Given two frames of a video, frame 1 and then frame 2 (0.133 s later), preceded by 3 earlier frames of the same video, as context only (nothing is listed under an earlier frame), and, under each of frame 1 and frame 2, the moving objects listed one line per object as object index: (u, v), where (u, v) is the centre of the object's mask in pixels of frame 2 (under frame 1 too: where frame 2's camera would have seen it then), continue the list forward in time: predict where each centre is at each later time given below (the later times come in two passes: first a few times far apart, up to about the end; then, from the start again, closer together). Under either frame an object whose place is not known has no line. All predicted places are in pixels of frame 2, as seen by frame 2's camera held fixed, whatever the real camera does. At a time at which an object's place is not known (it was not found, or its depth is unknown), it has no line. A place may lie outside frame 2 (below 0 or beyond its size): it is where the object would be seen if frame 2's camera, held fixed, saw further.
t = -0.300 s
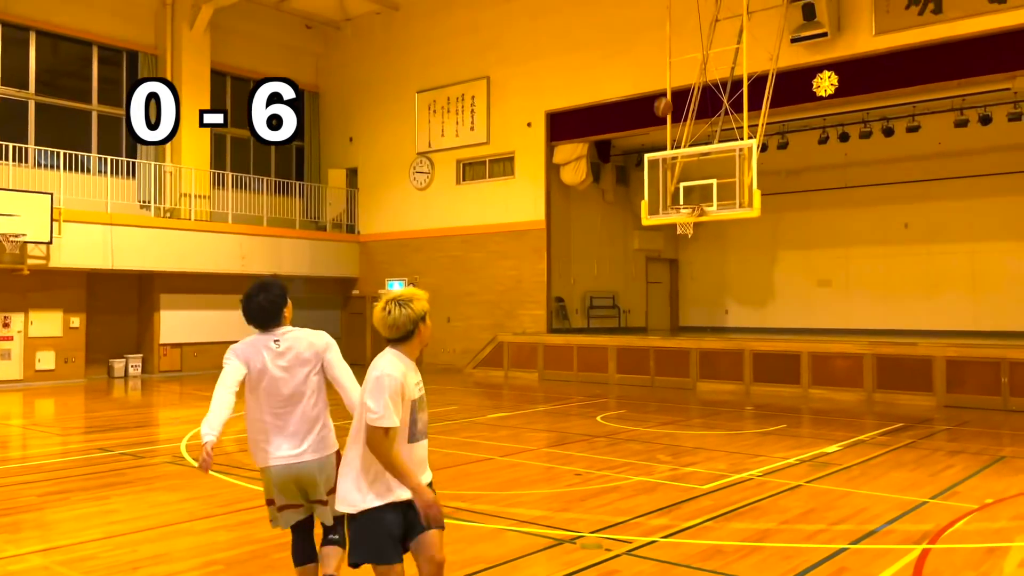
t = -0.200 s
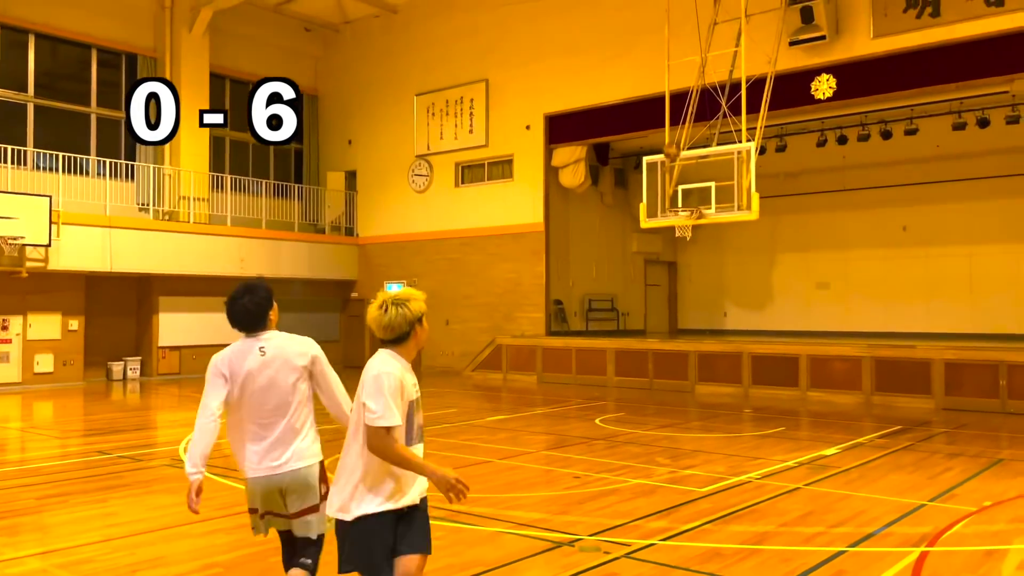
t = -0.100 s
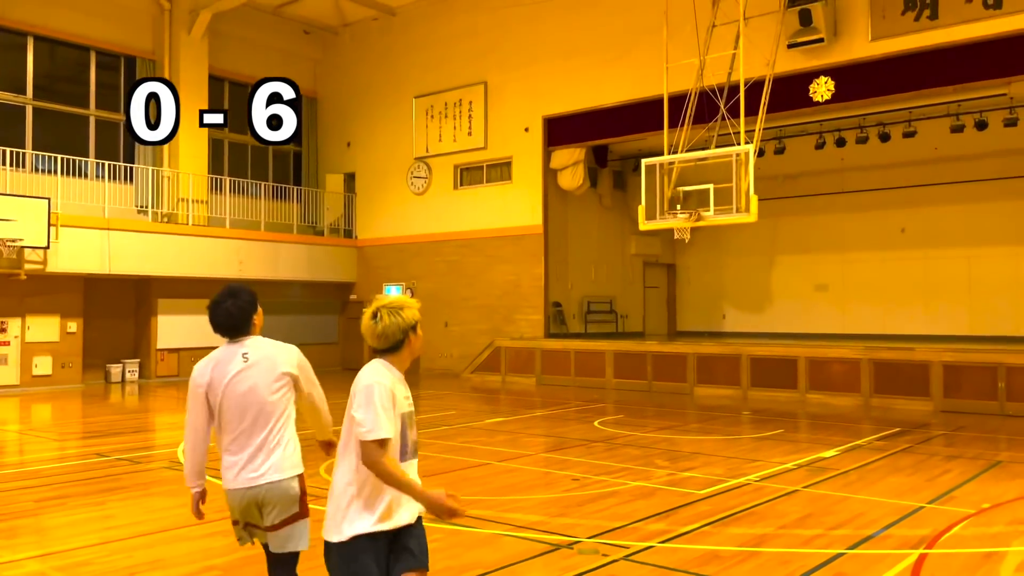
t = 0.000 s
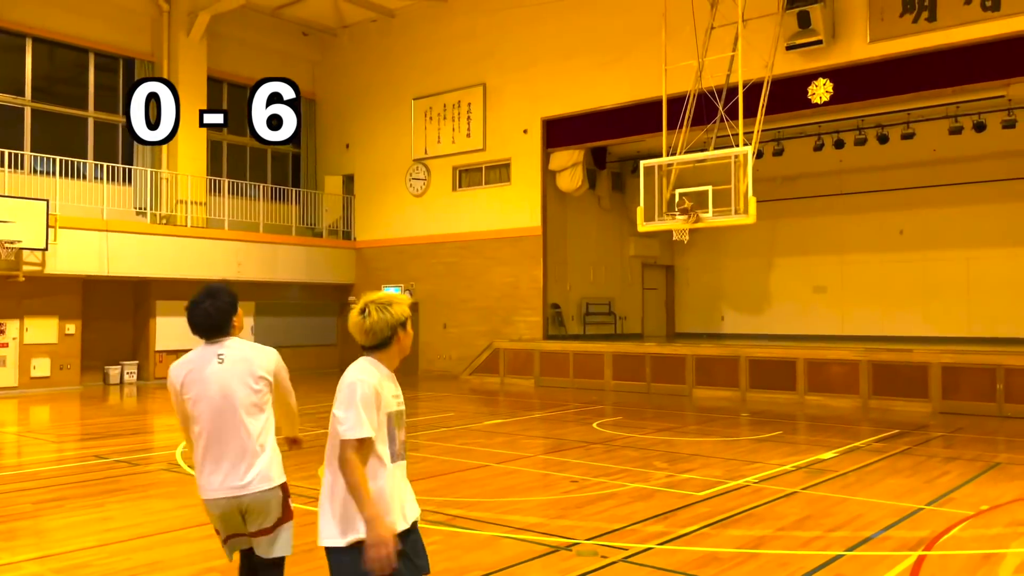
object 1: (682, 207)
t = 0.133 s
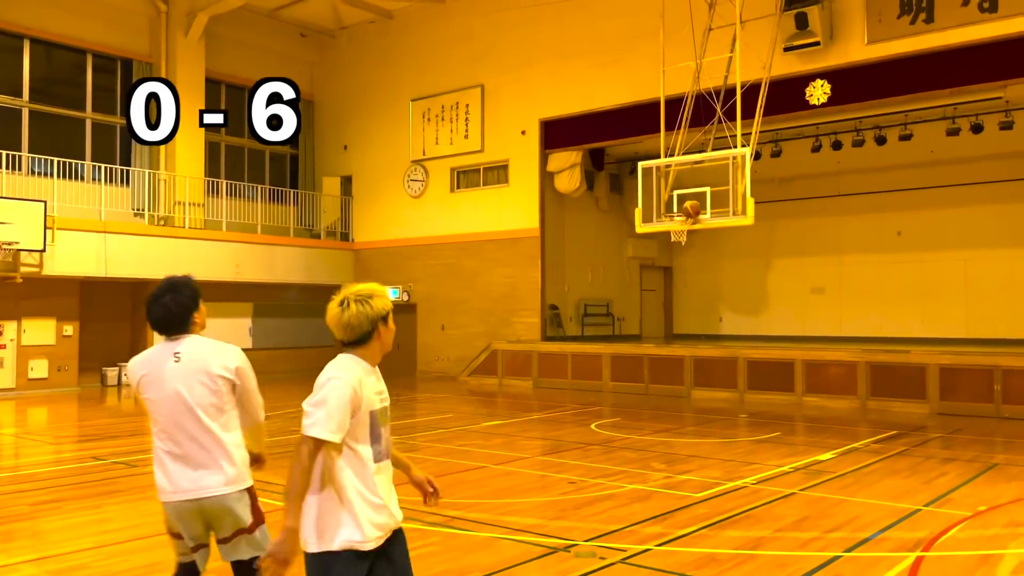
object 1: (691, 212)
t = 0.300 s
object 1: (705, 234)
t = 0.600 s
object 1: (736, 362)
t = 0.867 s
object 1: (766, 435)
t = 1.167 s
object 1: (792, 320)
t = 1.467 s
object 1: (832, 317)
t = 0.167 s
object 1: (694, 213)
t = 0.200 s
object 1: (696, 216)
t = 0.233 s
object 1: (699, 220)
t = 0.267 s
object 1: (702, 226)
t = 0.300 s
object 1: (705, 234)
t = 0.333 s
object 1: (708, 241)
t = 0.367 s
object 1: (712, 252)
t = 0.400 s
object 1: (714, 262)
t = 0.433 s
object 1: (716, 274)
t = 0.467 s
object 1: (721, 288)
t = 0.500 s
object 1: (724, 304)
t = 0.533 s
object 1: (727, 321)
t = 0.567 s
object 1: (732, 341)
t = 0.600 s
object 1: (736, 362)
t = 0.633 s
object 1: (740, 385)
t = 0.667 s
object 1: (743, 411)
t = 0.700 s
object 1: (751, 440)
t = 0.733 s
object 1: (755, 471)
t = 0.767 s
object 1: (759, 494)
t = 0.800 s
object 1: (762, 474)
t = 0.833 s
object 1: (763, 456)
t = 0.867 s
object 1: (766, 435)
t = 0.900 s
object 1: (769, 419)
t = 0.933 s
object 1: (772, 404)
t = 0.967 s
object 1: (773, 387)
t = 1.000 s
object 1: (776, 375)
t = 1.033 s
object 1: (778, 362)
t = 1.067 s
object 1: (782, 349)
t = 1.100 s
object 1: (785, 339)
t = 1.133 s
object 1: (788, 328)
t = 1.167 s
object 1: (792, 320)
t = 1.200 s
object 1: (795, 314)
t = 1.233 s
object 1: (798, 308)
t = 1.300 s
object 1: (807, 301)
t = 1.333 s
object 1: (812, 301)
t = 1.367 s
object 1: (817, 302)
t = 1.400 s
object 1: (821, 305)
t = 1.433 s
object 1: (826, 310)
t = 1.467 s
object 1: (832, 317)
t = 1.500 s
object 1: (837, 326)
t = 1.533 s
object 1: (846, 338)
